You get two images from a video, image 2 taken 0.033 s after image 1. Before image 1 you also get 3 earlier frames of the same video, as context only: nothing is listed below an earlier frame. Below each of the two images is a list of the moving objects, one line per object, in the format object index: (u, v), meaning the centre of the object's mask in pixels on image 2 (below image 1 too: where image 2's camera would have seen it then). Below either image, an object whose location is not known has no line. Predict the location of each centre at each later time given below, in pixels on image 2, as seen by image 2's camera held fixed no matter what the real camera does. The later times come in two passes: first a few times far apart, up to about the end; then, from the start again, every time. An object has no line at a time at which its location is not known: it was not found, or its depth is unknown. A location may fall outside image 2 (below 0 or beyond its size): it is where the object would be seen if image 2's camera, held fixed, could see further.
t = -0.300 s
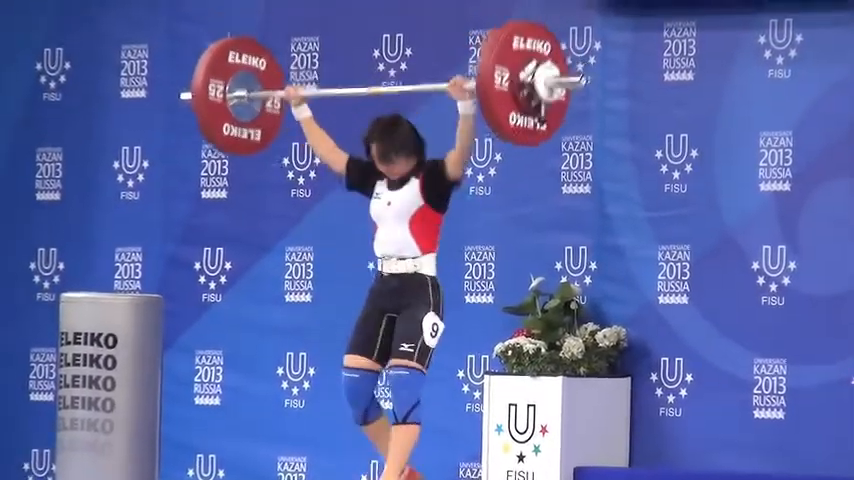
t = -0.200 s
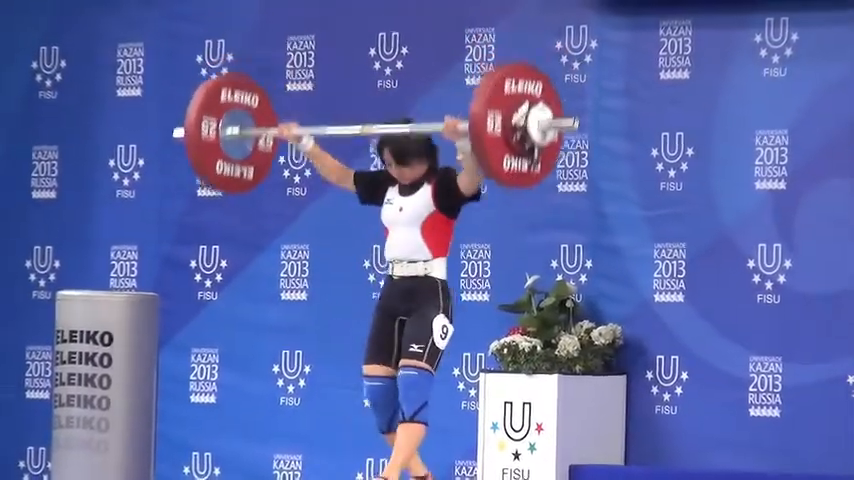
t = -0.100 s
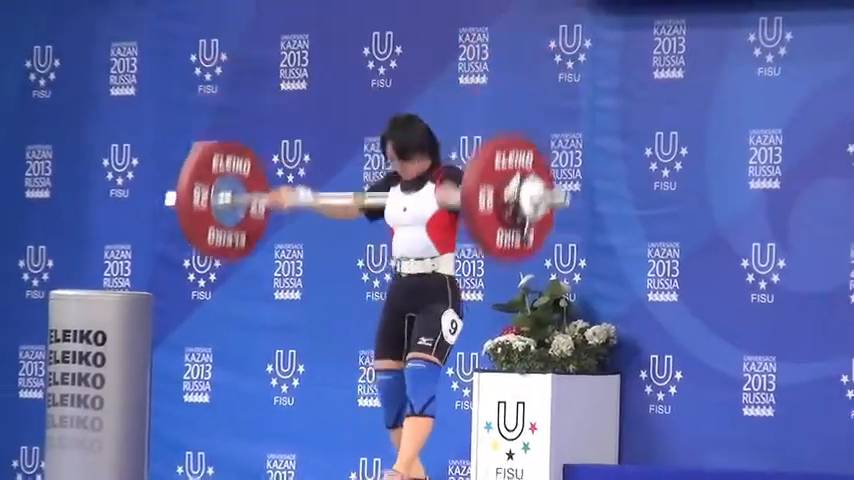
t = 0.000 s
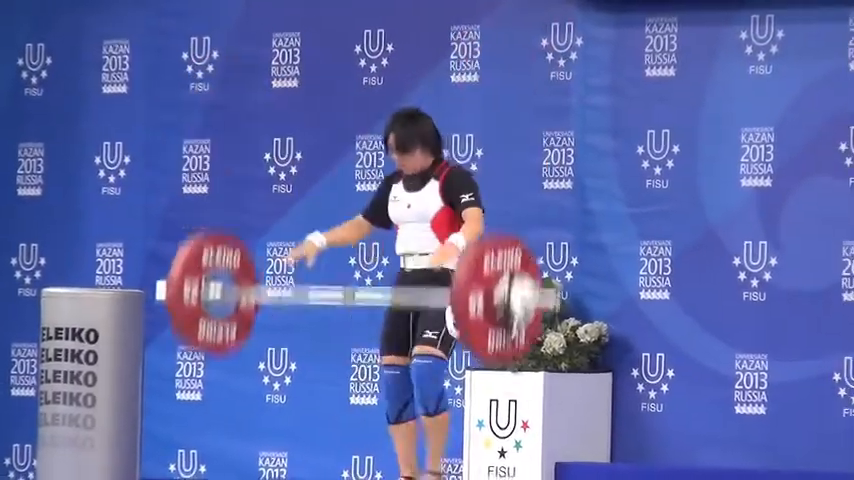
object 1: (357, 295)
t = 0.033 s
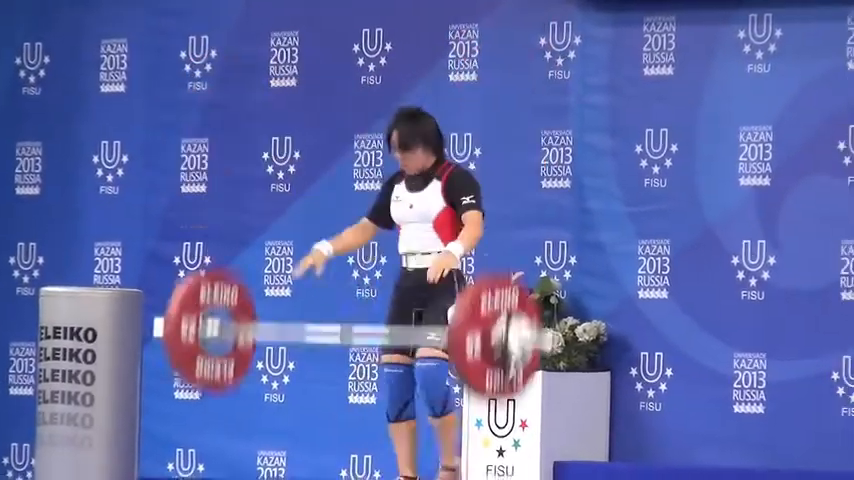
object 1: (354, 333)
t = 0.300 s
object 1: (356, 368)
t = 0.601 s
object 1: (357, 411)
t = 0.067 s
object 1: (351, 377)
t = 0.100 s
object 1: (347, 422)
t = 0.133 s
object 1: (347, 438)
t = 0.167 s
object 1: (352, 423)
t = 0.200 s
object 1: (356, 405)
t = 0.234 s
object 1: (355, 390)
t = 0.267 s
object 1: (355, 377)
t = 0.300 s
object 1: (356, 368)
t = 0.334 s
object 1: (358, 361)
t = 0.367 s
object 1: (358, 357)
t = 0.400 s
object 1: (358, 356)
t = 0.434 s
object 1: (358, 357)
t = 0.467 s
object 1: (358, 362)
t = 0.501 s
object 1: (357, 370)
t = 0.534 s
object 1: (358, 380)
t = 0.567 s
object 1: (358, 394)
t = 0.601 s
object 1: (357, 411)
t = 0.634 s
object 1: (357, 429)
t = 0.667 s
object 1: (349, 441)
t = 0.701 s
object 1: (353, 434)
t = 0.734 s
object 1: (359, 429)
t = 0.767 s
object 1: (364, 425)
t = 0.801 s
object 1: (367, 424)
